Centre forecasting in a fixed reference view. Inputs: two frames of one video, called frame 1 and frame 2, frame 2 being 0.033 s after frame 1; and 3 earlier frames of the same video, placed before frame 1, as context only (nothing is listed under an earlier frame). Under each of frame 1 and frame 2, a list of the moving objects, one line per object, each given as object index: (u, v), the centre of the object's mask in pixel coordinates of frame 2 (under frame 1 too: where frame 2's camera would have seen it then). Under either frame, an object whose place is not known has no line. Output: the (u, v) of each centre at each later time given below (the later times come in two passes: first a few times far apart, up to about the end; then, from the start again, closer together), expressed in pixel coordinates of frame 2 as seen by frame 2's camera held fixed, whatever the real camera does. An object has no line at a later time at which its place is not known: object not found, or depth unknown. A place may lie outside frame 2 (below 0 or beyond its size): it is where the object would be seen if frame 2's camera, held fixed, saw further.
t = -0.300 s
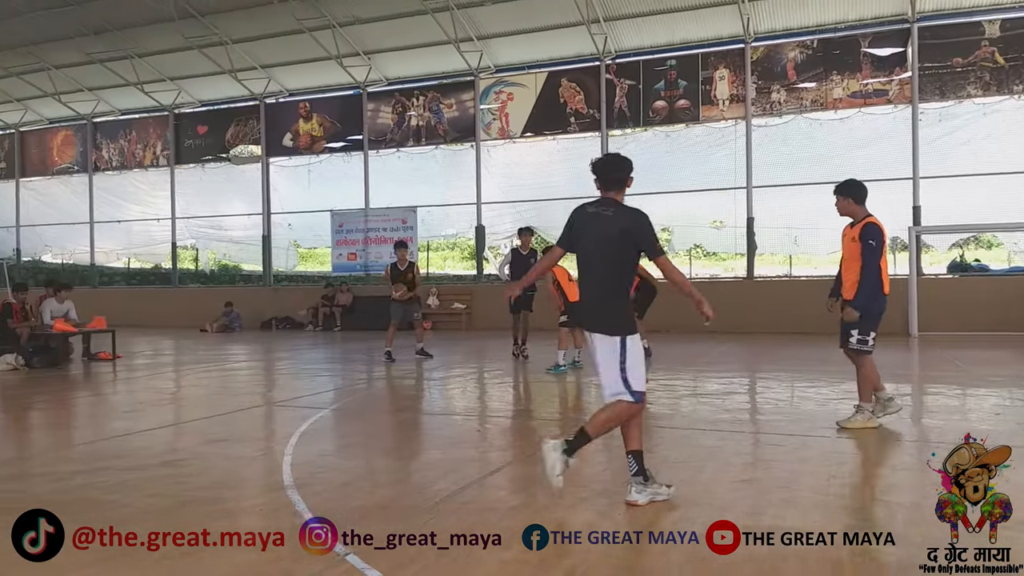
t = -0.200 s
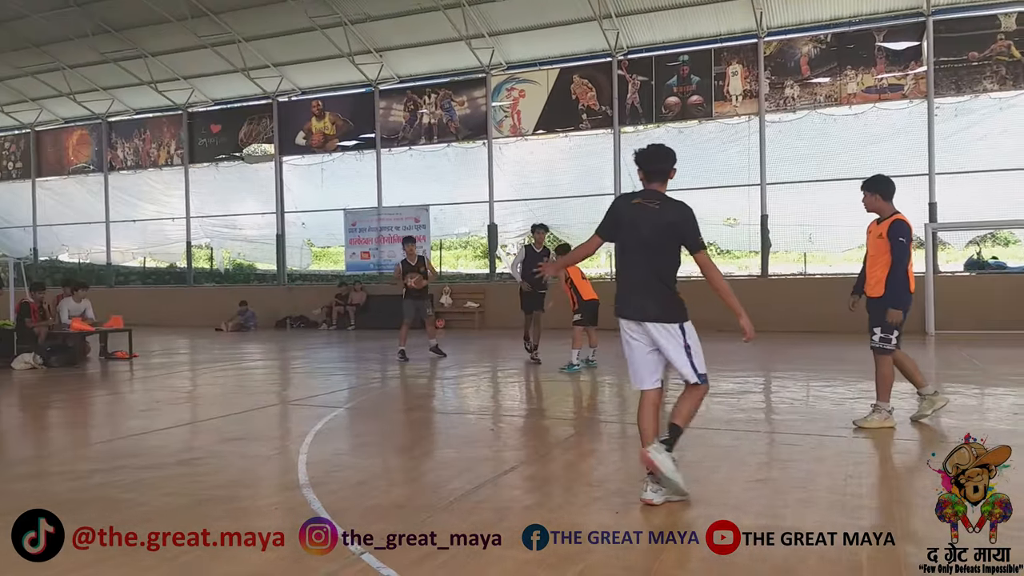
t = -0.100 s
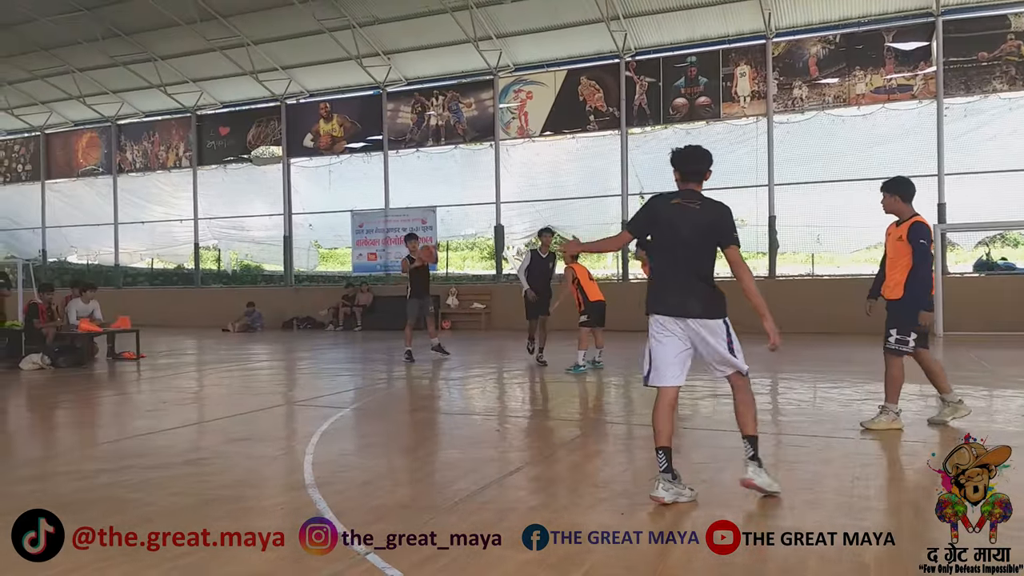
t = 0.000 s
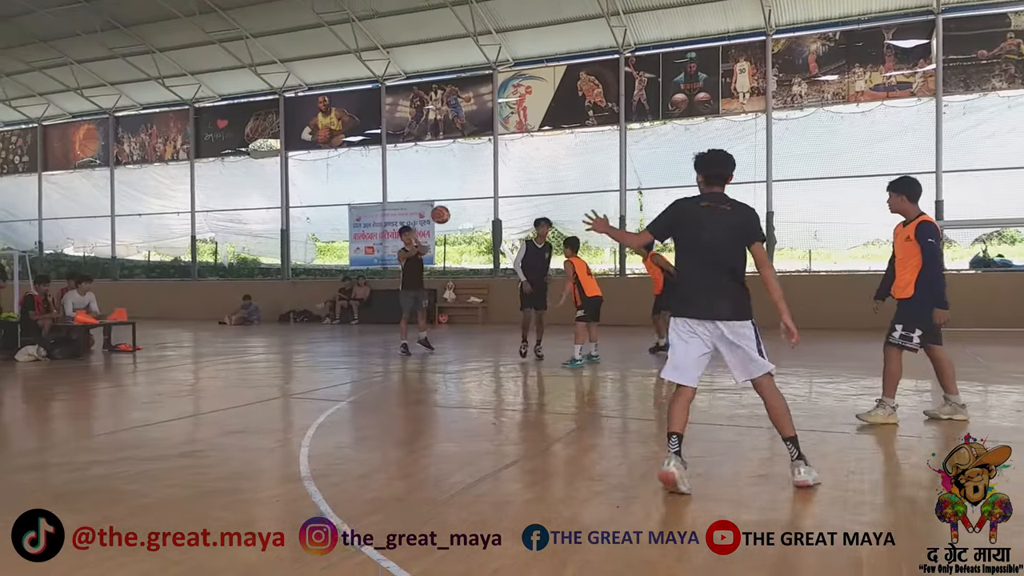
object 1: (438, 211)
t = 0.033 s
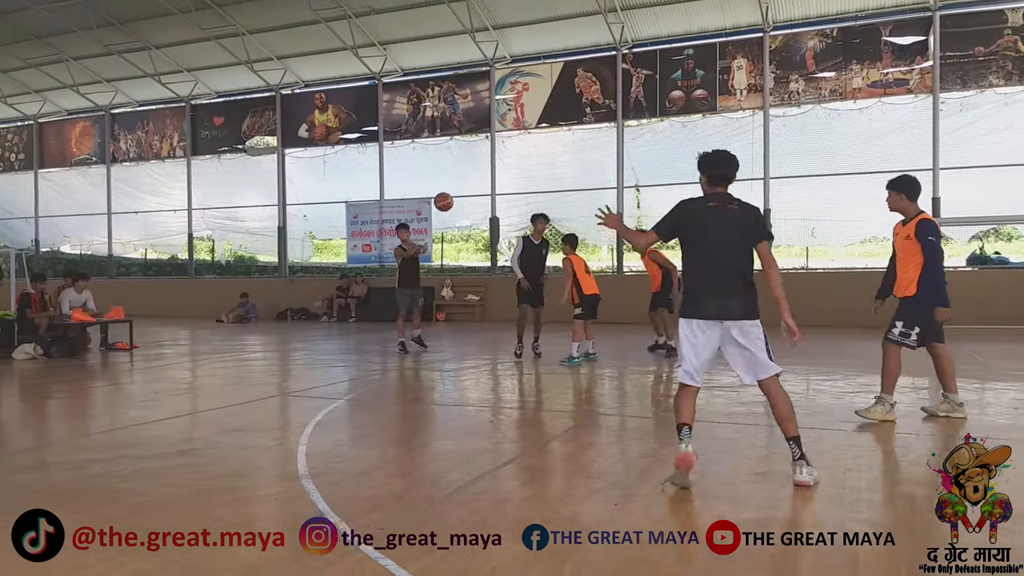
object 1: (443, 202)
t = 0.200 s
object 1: (475, 155)
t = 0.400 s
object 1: (530, 122)
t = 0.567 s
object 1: (594, 117)
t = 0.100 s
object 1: (456, 183)
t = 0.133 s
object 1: (462, 174)
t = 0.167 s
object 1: (469, 164)
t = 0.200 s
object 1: (475, 155)
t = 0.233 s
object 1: (484, 148)
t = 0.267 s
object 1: (492, 142)
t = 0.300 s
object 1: (501, 136)
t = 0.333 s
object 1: (509, 129)
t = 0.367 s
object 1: (519, 126)
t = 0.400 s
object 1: (530, 122)
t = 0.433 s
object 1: (541, 118)
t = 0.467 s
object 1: (553, 114)
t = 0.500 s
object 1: (565, 113)
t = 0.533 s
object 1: (579, 114)
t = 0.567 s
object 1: (594, 117)
